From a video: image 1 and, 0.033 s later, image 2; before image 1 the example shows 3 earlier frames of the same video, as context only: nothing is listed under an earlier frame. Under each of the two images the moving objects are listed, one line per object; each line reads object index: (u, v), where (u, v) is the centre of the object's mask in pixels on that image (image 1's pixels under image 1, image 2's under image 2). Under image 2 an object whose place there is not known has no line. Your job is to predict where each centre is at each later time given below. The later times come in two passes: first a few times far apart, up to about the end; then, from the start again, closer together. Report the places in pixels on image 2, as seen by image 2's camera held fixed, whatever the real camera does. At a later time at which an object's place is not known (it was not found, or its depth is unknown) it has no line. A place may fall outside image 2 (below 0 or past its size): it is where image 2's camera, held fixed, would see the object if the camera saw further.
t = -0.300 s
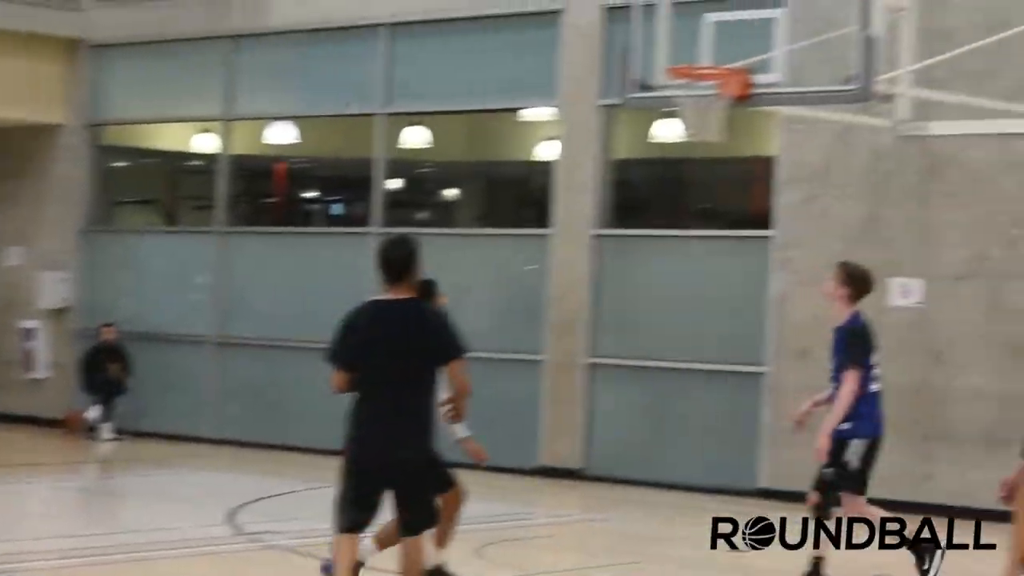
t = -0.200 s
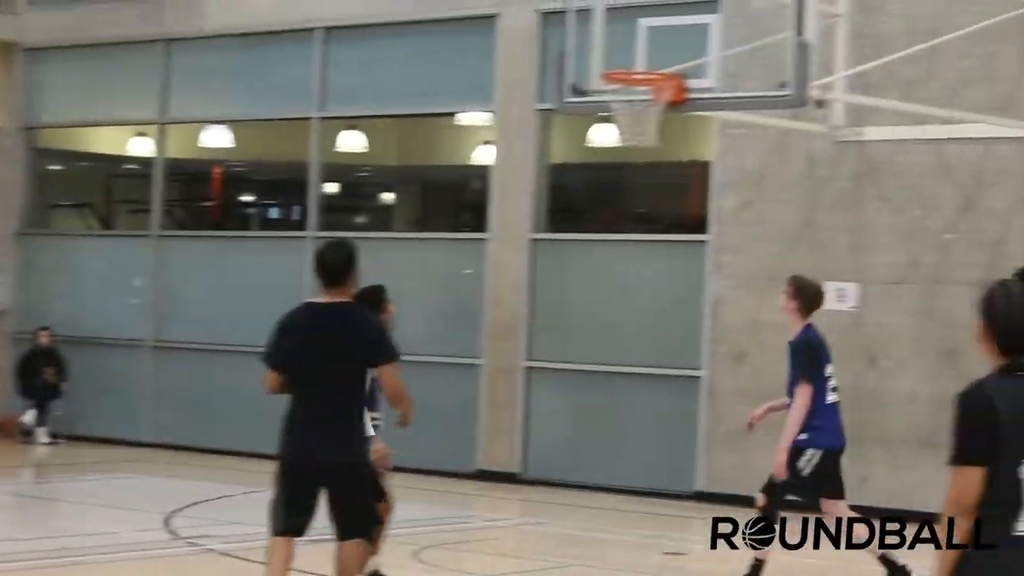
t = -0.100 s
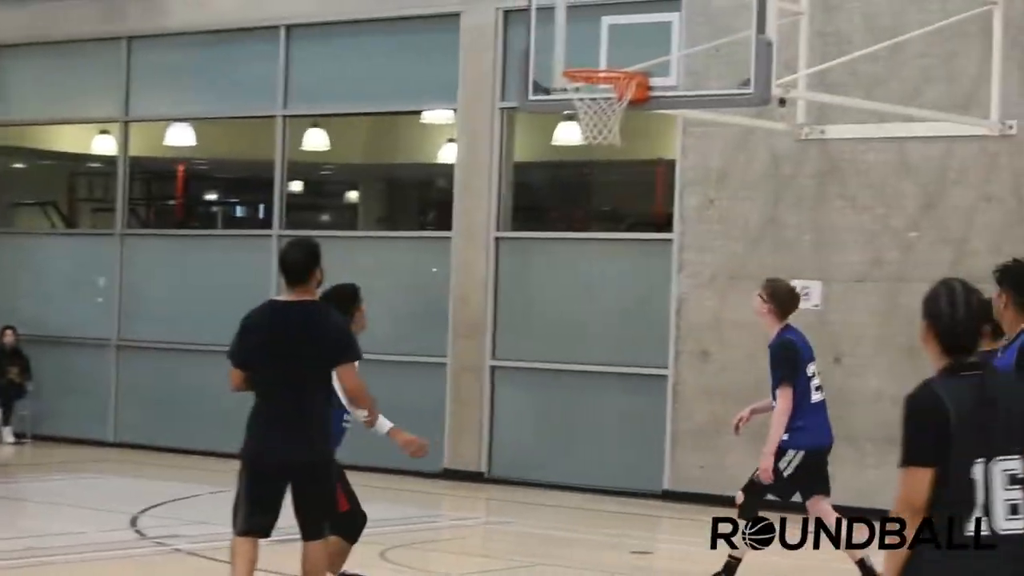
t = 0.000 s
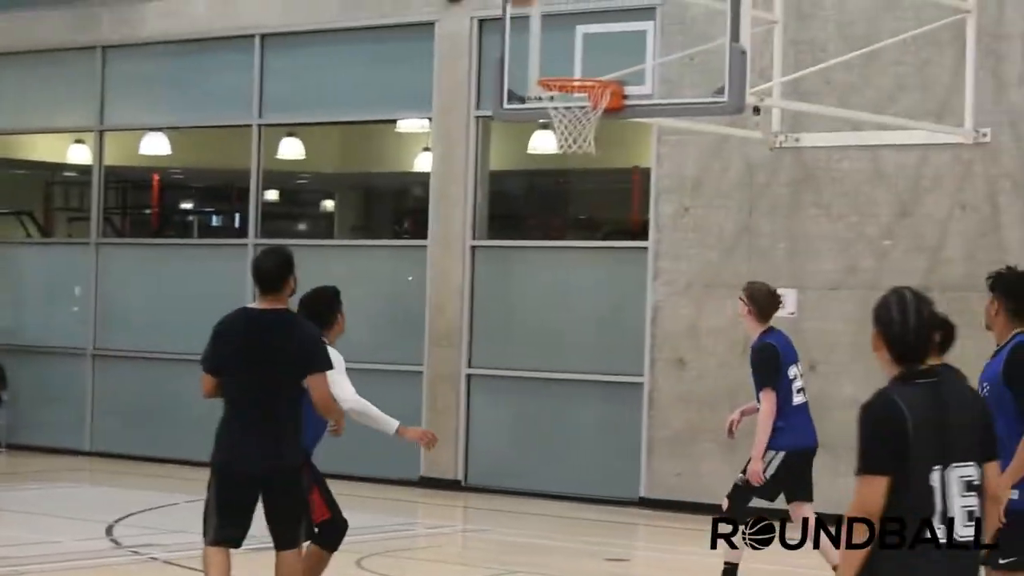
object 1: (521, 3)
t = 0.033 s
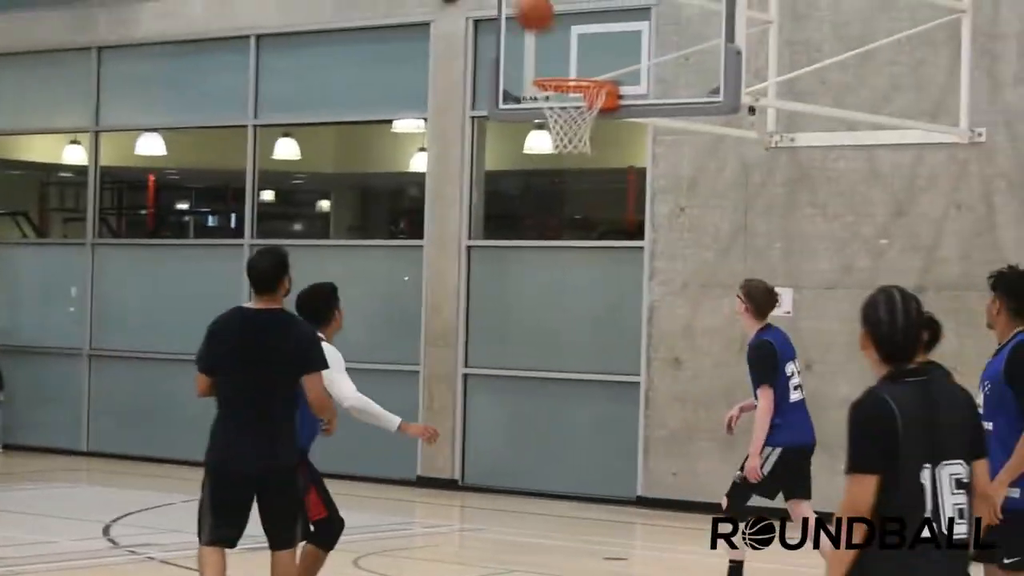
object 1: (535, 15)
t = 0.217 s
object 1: (589, 144)
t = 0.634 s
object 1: (557, 479)
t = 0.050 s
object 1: (544, 29)
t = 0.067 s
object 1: (553, 42)
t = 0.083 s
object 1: (564, 57)
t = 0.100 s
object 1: (573, 67)
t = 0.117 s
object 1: (580, 89)
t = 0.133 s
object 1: (585, 102)
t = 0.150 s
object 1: (591, 110)
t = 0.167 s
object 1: (588, 126)
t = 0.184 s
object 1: (586, 136)
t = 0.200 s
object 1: (589, 139)
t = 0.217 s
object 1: (589, 144)
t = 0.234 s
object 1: (587, 153)
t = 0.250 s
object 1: (585, 162)
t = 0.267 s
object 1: (583, 170)
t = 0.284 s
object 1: (581, 180)
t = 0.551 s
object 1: (562, 393)
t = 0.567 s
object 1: (562, 409)
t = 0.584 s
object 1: (561, 427)
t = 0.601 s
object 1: (560, 444)
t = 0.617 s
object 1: (559, 463)
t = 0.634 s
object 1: (557, 479)
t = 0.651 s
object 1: (557, 499)
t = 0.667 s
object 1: (555, 518)
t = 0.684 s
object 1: (554, 538)
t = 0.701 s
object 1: (551, 540)
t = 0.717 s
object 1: (547, 527)
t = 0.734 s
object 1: (544, 512)
